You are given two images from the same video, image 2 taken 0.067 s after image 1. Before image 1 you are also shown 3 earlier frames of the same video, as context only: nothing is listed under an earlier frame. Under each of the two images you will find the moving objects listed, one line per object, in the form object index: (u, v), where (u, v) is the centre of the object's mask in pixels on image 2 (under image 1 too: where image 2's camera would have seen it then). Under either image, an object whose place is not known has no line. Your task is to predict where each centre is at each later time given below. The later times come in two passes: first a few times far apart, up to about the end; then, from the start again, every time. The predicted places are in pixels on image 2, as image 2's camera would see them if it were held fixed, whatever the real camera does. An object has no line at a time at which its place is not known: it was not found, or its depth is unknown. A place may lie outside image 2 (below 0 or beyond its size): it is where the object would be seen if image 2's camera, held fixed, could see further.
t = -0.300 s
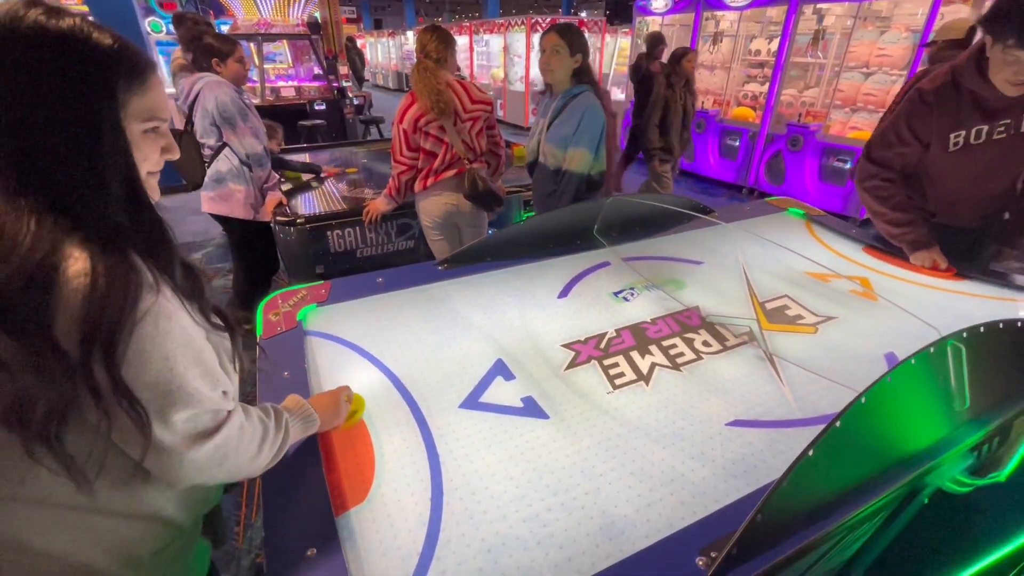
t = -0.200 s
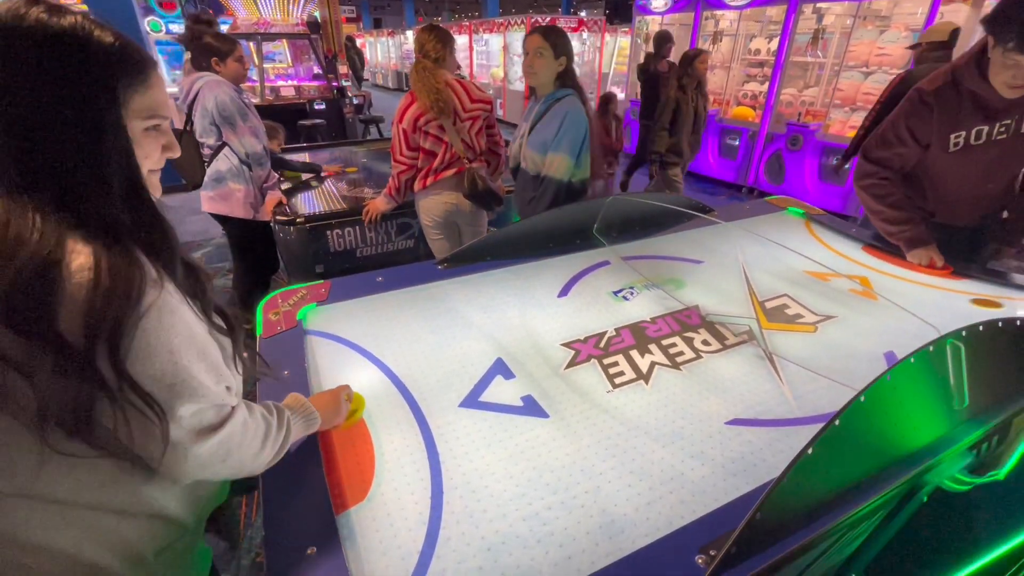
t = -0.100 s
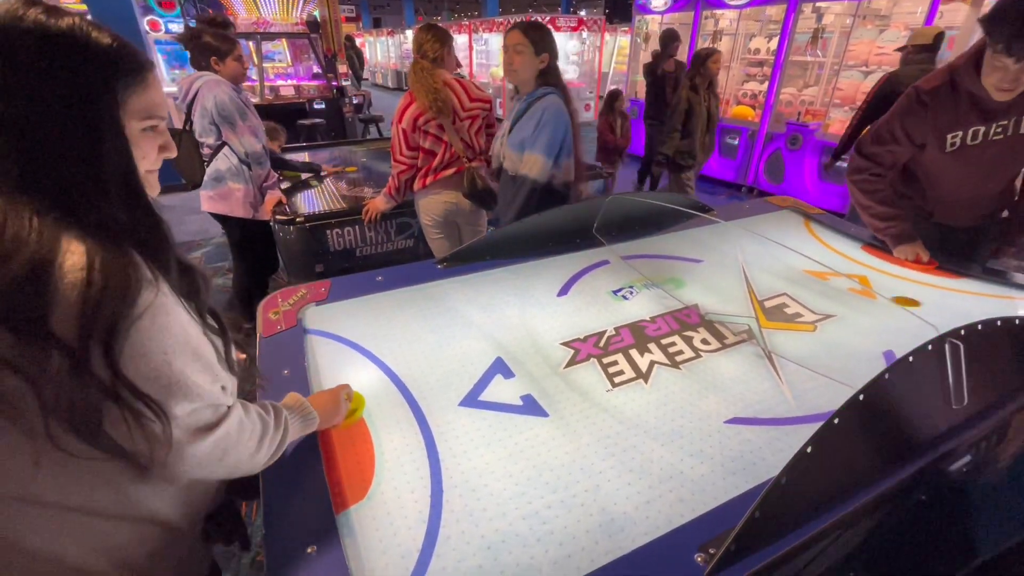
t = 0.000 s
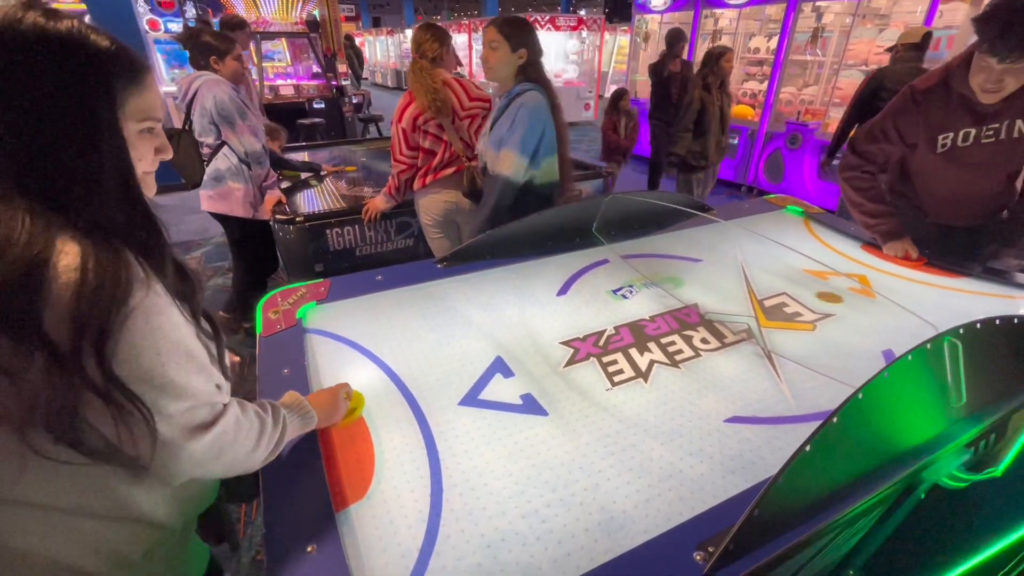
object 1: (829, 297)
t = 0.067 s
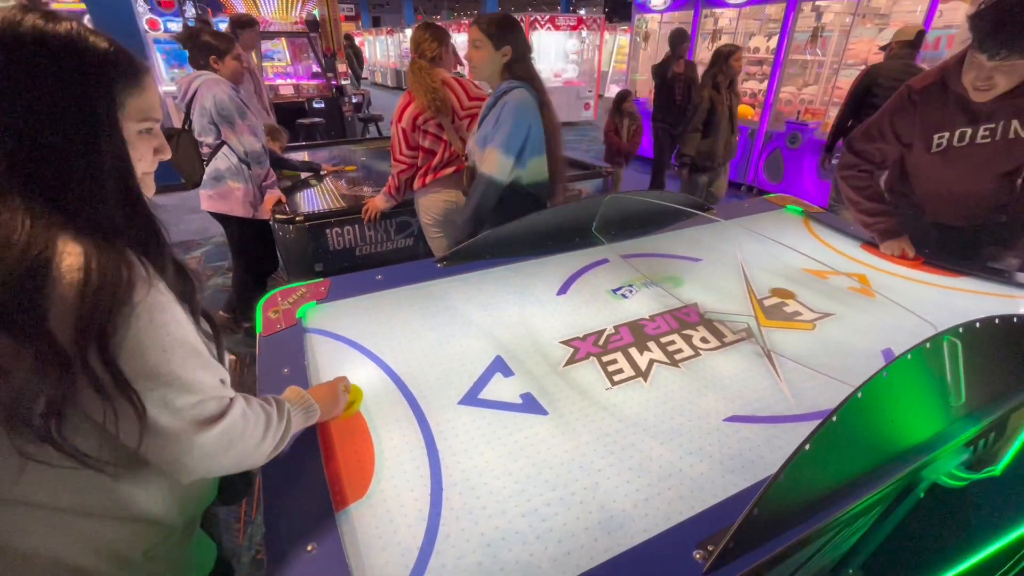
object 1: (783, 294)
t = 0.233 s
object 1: (678, 283)
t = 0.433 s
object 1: (583, 276)
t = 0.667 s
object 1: (506, 281)
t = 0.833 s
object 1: (465, 295)
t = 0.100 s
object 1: (760, 292)
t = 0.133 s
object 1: (738, 290)
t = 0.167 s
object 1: (717, 288)
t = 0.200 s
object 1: (697, 285)
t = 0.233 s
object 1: (678, 283)
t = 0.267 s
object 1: (660, 281)
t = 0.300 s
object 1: (643, 281)
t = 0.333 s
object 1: (628, 278)
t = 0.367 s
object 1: (612, 277)
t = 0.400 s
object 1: (597, 276)
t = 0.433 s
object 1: (583, 276)
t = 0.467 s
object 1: (570, 276)
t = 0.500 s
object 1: (558, 275)
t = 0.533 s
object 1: (546, 276)
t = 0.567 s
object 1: (535, 277)
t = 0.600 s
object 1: (525, 277)
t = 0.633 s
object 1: (516, 279)
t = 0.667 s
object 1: (506, 281)
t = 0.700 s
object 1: (497, 283)
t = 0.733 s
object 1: (489, 286)
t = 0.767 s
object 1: (480, 288)
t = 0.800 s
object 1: (473, 291)
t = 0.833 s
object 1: (465, 295)
